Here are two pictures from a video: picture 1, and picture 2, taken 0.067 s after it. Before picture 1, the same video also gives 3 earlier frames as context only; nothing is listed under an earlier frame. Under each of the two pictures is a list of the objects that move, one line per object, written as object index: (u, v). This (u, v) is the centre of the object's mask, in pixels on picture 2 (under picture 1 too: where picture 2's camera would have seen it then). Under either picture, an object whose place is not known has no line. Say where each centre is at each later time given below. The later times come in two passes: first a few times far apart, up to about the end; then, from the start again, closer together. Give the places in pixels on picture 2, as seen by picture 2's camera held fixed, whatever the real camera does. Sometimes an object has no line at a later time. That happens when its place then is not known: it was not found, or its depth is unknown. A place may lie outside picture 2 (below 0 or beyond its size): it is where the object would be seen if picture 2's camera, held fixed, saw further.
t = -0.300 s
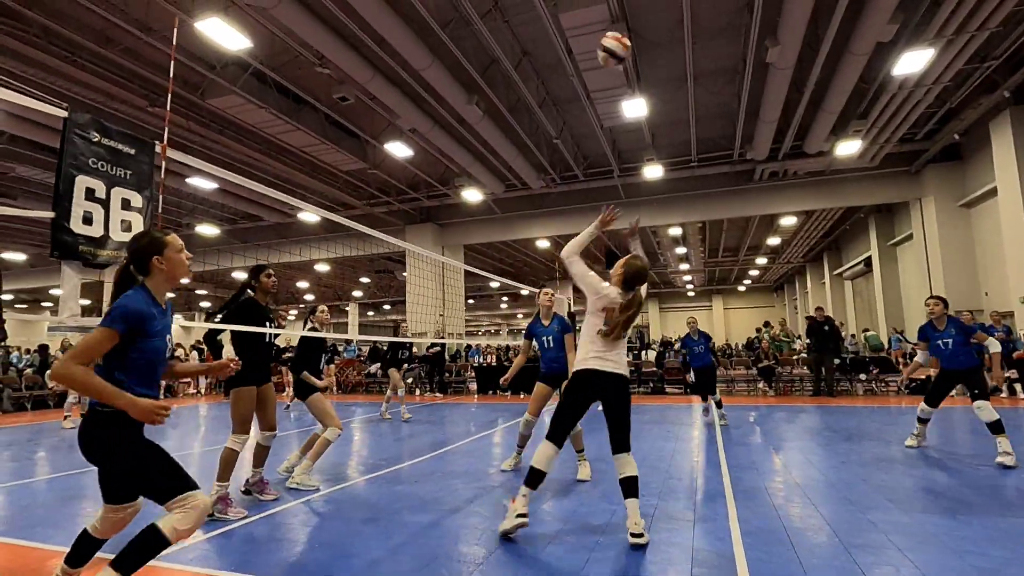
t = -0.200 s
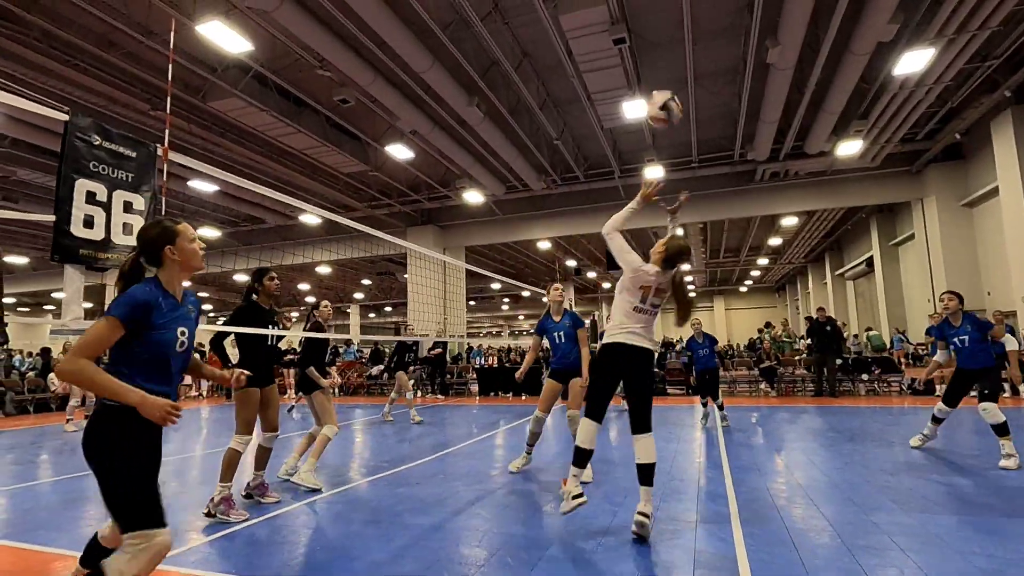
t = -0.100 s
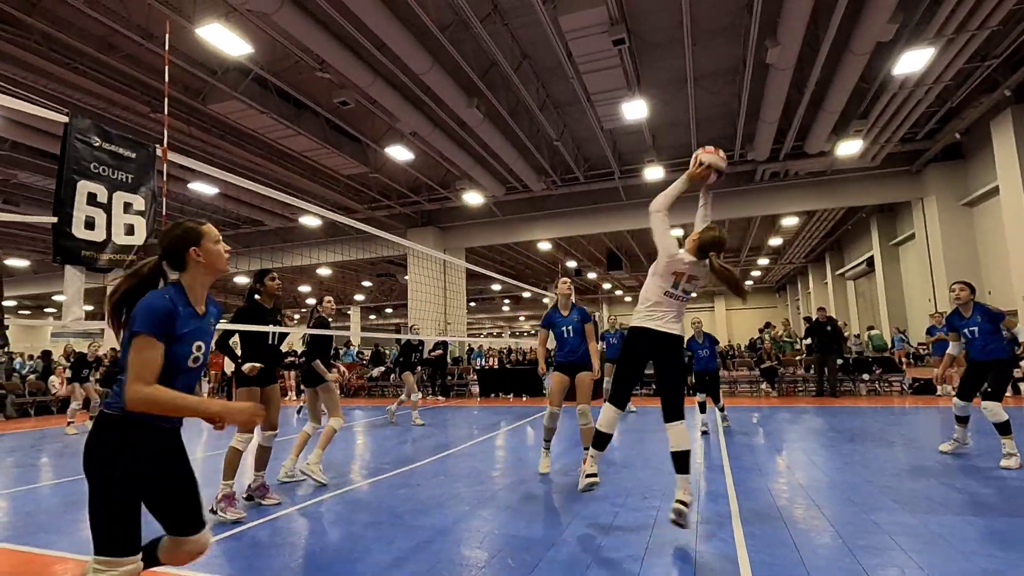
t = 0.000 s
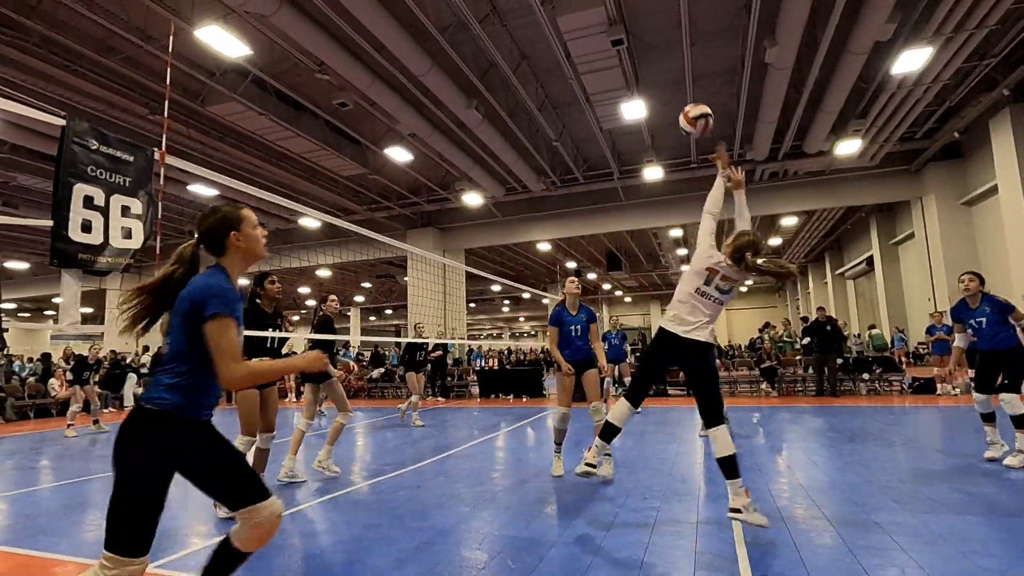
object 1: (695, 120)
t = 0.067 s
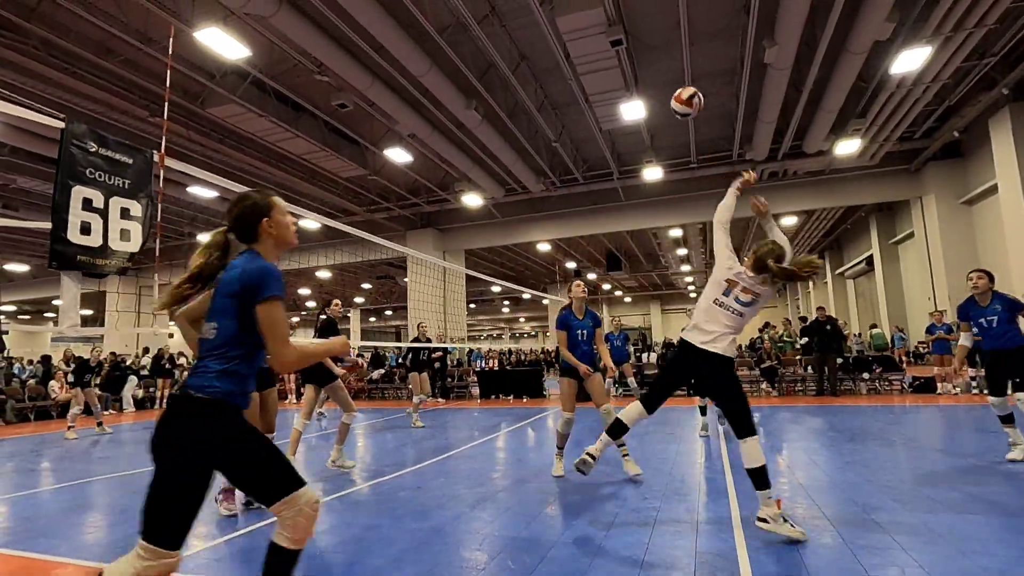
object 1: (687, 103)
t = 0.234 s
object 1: (672, 89)
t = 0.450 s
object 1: (661, 119)
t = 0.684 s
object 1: (655, 194)
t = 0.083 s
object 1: (685, 100)
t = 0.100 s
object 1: (683, 97)
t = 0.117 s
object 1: (681, 95)
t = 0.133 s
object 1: (680, 93)
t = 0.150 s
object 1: (678, 91)
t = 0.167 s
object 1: (677, 90)
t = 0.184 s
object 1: (675, 89)
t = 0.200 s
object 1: (674, 89)
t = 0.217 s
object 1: (673, 89)
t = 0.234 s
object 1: (672, 89)
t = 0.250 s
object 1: (671, 89)
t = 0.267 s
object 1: (670, 91)
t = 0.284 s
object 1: (669, 92)
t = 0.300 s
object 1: (668, 93)
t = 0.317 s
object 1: (667, 95)
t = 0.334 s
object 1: (666, 97)
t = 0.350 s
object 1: (665, 100)
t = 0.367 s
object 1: (664, 102)
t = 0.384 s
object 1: (664, 105)
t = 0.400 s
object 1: (663, 108)
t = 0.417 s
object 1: (662, 112)
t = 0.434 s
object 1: (662, 115)
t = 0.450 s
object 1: (661, 119)
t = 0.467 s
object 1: (660, 123)
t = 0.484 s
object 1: (660, 127)
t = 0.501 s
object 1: (659, 132)
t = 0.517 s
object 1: (659, 136)
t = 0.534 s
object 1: (658, 141)
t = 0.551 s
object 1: (658, 146)
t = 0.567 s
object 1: (657, 151)
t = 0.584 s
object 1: (657, 156)
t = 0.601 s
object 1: (657, 162)
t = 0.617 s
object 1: (656, 168)
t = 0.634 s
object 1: (655, 174)
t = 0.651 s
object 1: (655, 180)
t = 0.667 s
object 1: (655, 188)
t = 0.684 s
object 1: (655, 194)
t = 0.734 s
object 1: (655, 219)
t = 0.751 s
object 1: (655, 226)
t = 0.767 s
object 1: (656, 230)
